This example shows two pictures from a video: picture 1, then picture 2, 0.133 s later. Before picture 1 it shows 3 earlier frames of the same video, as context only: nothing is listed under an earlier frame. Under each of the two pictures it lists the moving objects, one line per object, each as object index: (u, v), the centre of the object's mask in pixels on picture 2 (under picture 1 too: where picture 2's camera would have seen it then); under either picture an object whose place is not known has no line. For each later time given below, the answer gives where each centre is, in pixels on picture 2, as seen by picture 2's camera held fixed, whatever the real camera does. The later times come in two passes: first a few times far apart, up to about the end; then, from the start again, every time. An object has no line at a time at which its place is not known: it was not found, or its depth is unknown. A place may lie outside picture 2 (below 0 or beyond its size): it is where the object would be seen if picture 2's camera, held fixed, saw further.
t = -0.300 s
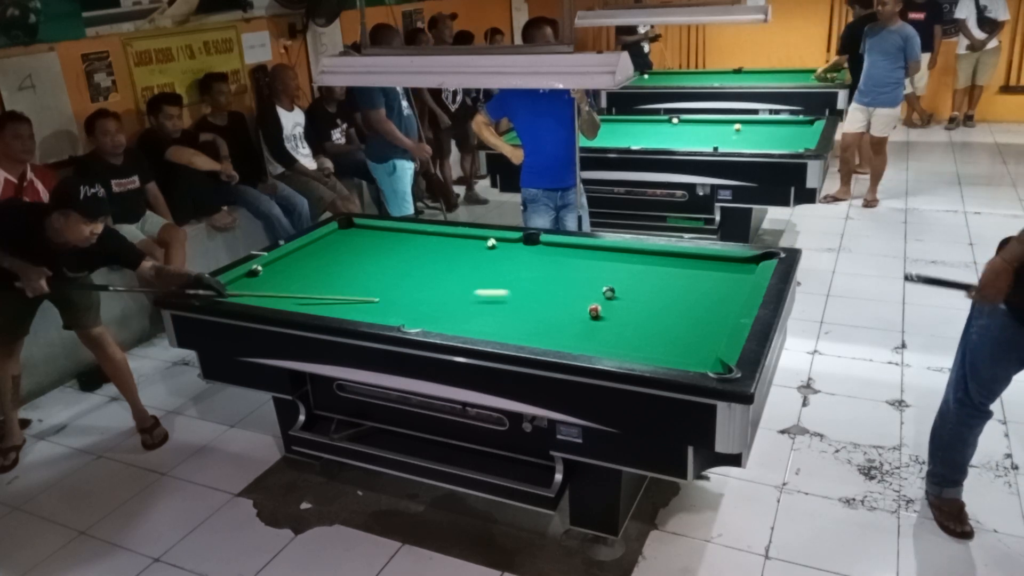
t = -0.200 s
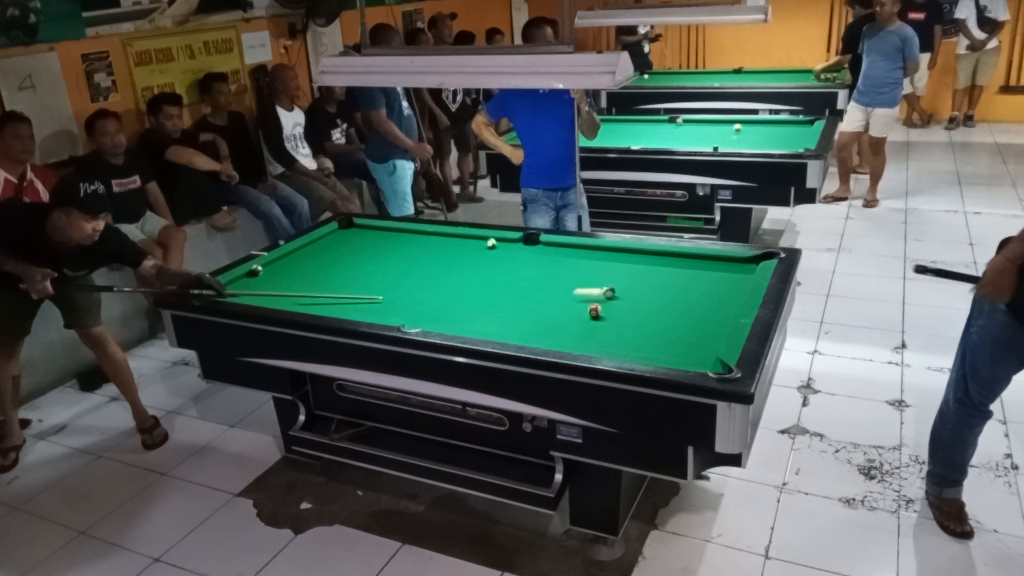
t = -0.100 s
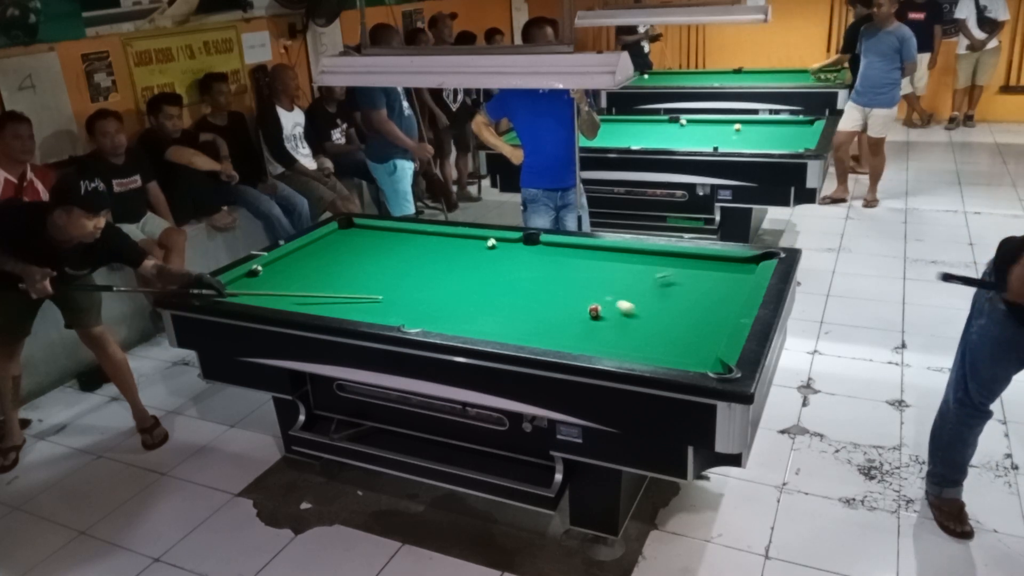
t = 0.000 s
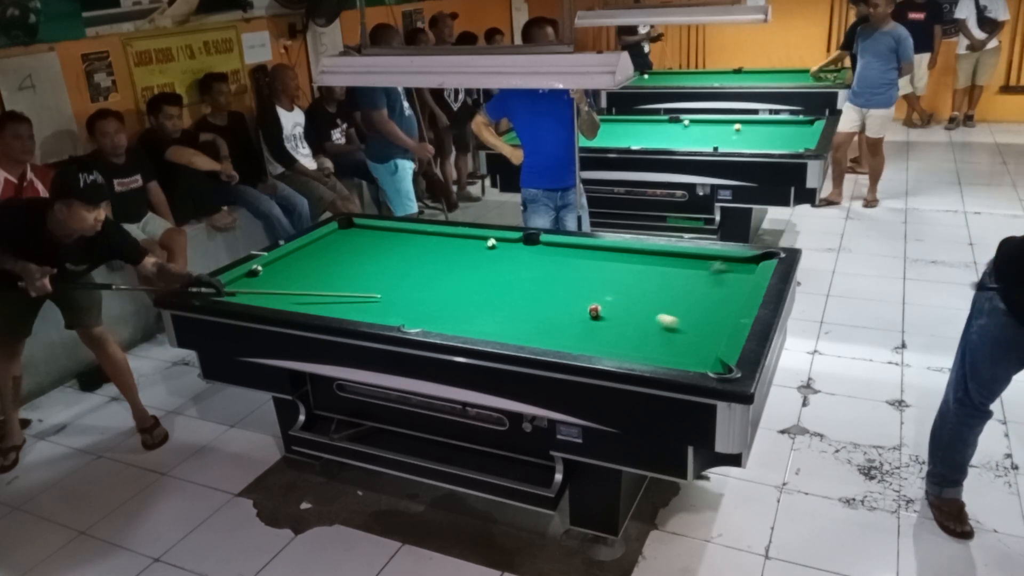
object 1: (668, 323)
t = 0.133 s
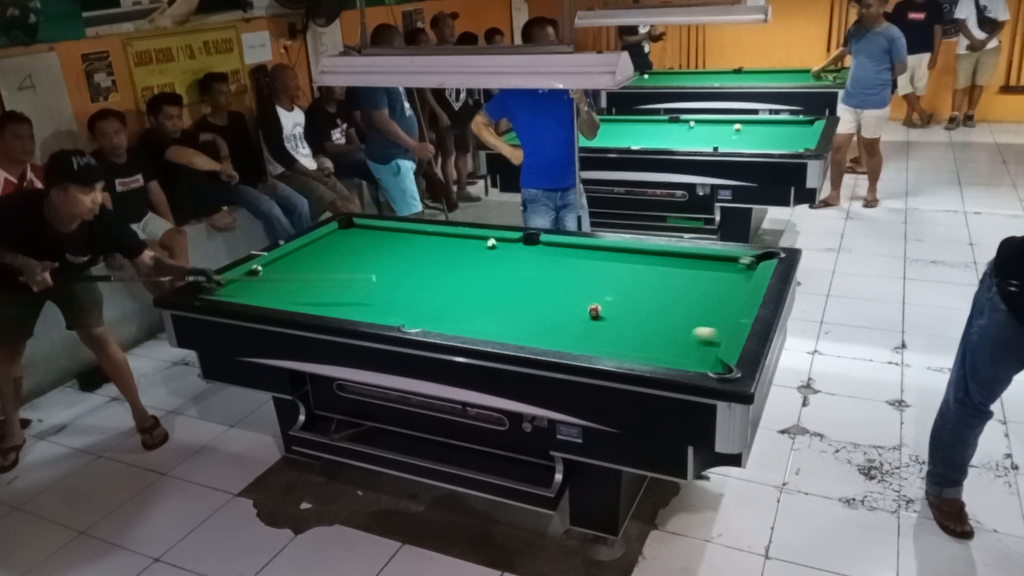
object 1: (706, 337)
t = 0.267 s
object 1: (647, 331)
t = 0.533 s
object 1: (549, 323)
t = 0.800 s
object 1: (462, 315)
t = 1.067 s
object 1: (384, 308)
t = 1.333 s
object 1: (313, 300)
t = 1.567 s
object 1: (258, 294)
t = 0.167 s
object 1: (690, 335)
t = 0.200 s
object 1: (676, 334)
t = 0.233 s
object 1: (660, 332)
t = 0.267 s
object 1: (647, 331)
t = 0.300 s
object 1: (634, 330)
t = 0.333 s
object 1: (621, 329)
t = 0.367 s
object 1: (609, 328)
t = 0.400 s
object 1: (600, 328)
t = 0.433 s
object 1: (586, 326)
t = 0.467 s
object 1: (572, 325)
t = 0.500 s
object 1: (561, 324)
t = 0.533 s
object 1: (549, 323)
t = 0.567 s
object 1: (538, 322)
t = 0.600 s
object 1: (526, 321)
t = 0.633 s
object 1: (515, 320)
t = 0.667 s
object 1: (504, 319)
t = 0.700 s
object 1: (493, 317)
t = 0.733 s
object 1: (482, 316)
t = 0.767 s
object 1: (472, 316)
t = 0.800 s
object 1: (462, 315)
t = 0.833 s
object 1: (451, 314)
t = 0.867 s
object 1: (441, 313)
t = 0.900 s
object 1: (432, 312)
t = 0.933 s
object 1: (421, 311)
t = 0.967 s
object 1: (412, 310)
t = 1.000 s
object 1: (402, 309)
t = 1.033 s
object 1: (393, 309)
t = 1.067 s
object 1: (384, 308)
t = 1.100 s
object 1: (374, 307)
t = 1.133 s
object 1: (365, 306)
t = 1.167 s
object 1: (356, 305)
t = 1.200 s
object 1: (348, 304)
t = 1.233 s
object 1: (339, 303)
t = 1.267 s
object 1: (330, 302)
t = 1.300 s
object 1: (322, 301)
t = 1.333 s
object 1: (313, 300)
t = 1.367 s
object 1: (305, 299)
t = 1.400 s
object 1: (298, 297)
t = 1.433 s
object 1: (289, 297)
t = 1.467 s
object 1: (282, 296)
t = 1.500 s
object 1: (274, 295)
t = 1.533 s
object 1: (266, 295)
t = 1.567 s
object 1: (258, 294)
